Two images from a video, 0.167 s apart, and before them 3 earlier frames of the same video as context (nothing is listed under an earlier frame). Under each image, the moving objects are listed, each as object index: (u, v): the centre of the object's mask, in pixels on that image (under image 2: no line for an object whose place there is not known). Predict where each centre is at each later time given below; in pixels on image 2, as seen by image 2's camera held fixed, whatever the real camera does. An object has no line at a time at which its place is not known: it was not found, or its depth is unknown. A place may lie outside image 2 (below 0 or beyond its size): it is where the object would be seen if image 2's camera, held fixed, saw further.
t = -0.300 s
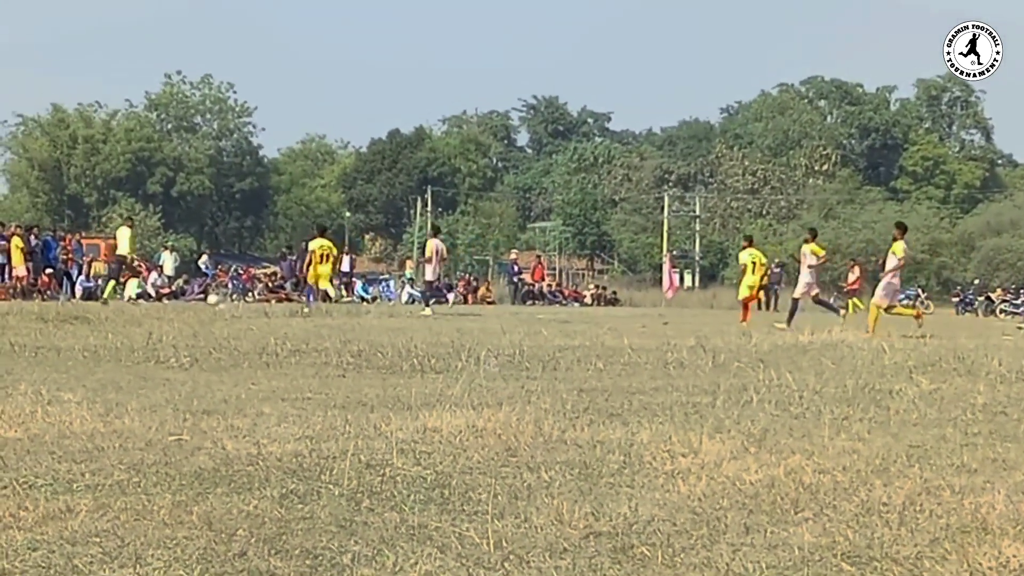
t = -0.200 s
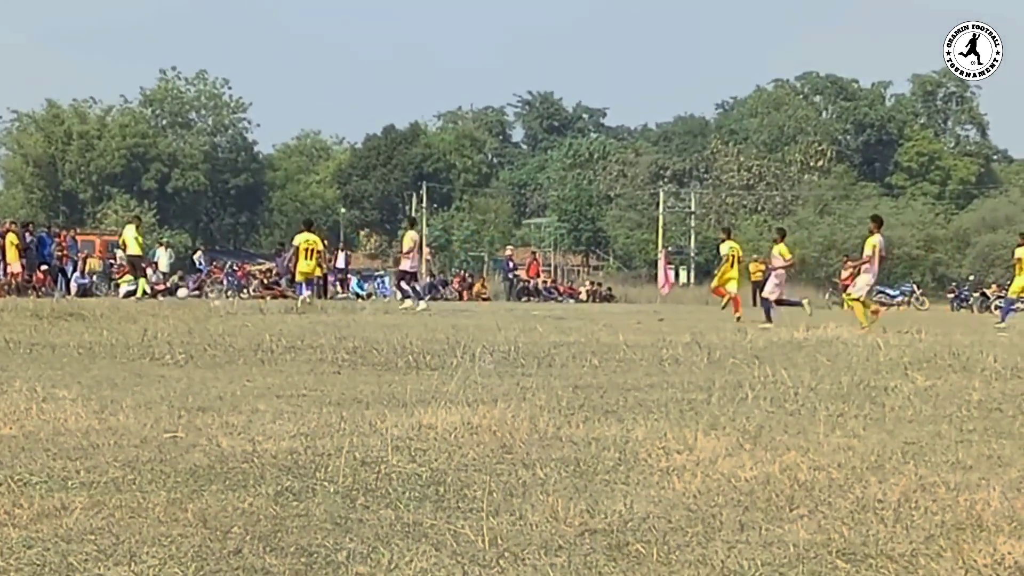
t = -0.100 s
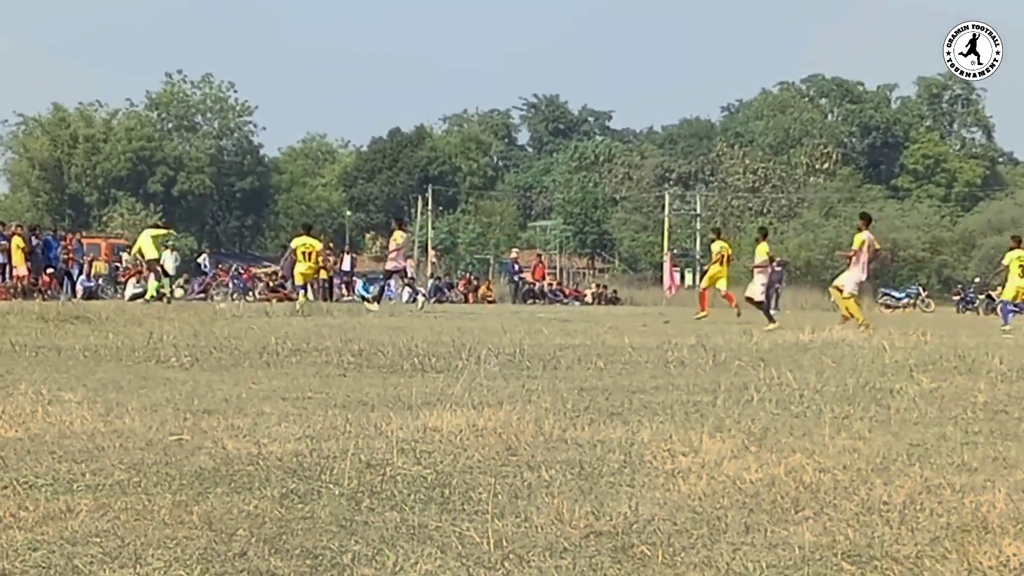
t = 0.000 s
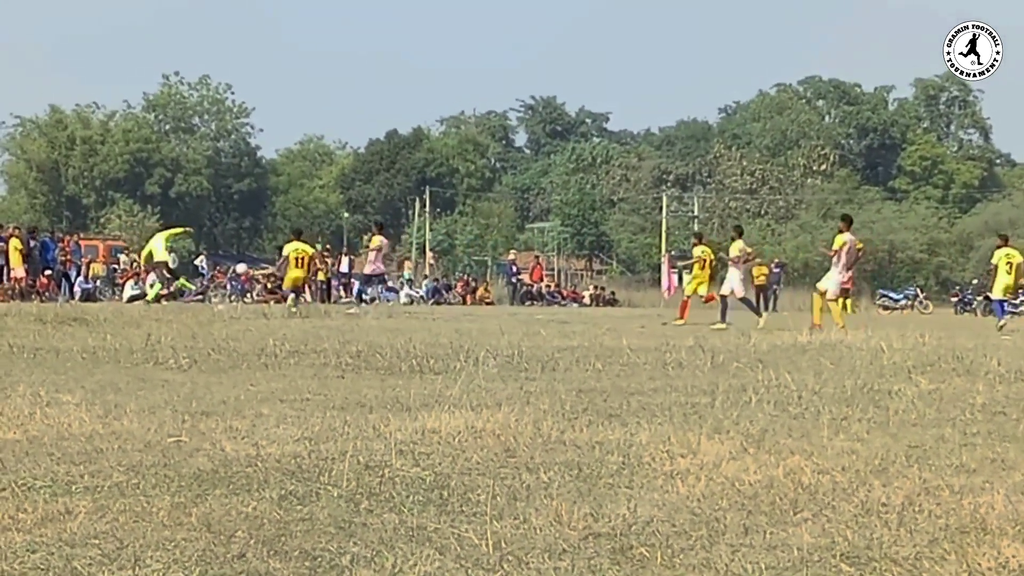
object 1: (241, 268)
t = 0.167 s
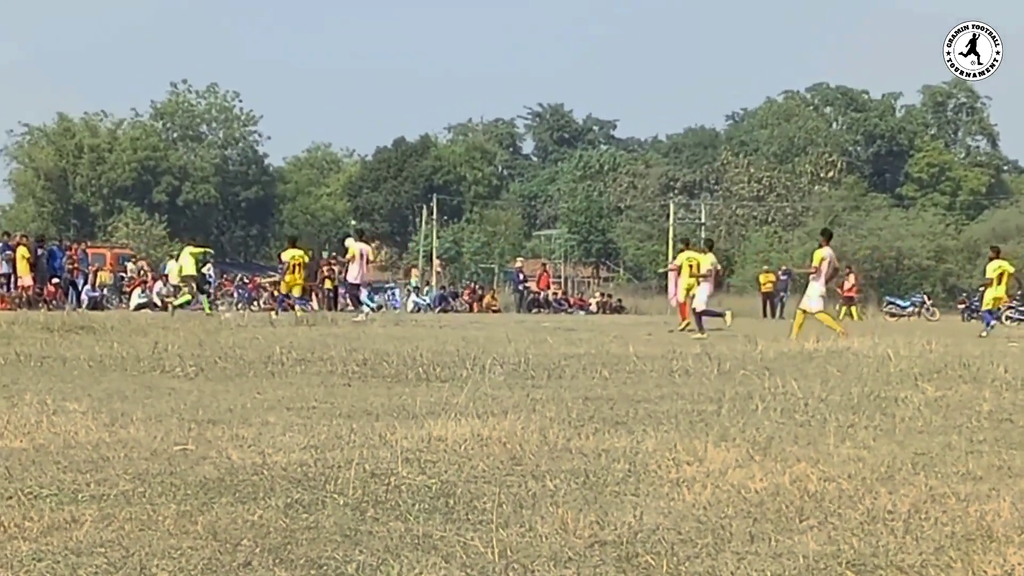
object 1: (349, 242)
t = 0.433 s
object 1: (494, 215)
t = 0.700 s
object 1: (620, 216)
